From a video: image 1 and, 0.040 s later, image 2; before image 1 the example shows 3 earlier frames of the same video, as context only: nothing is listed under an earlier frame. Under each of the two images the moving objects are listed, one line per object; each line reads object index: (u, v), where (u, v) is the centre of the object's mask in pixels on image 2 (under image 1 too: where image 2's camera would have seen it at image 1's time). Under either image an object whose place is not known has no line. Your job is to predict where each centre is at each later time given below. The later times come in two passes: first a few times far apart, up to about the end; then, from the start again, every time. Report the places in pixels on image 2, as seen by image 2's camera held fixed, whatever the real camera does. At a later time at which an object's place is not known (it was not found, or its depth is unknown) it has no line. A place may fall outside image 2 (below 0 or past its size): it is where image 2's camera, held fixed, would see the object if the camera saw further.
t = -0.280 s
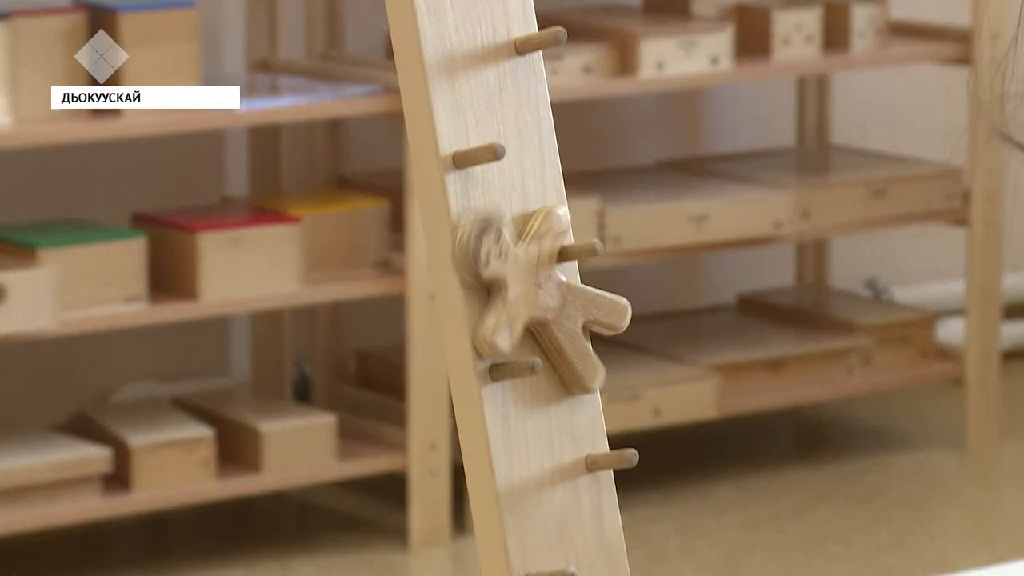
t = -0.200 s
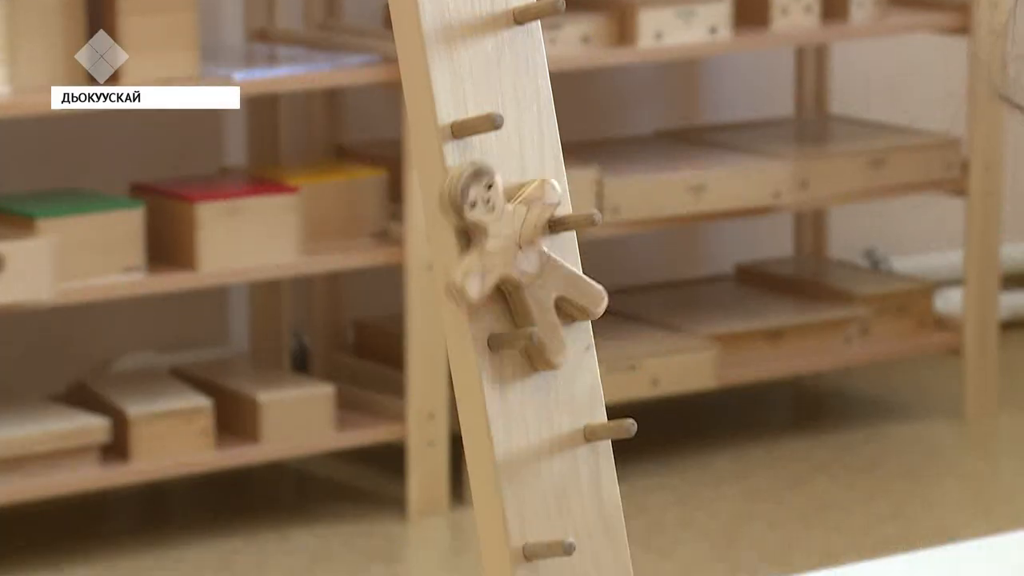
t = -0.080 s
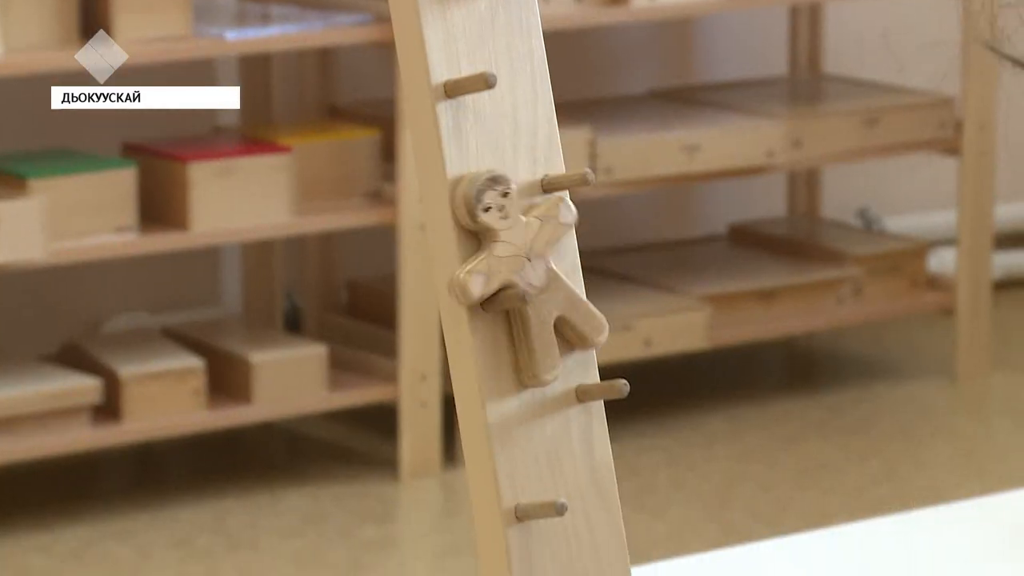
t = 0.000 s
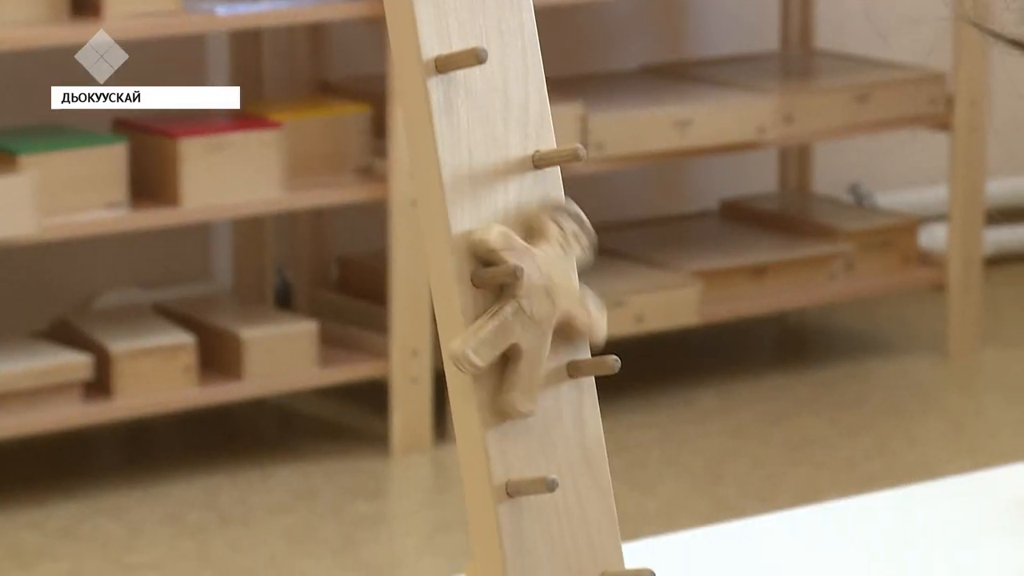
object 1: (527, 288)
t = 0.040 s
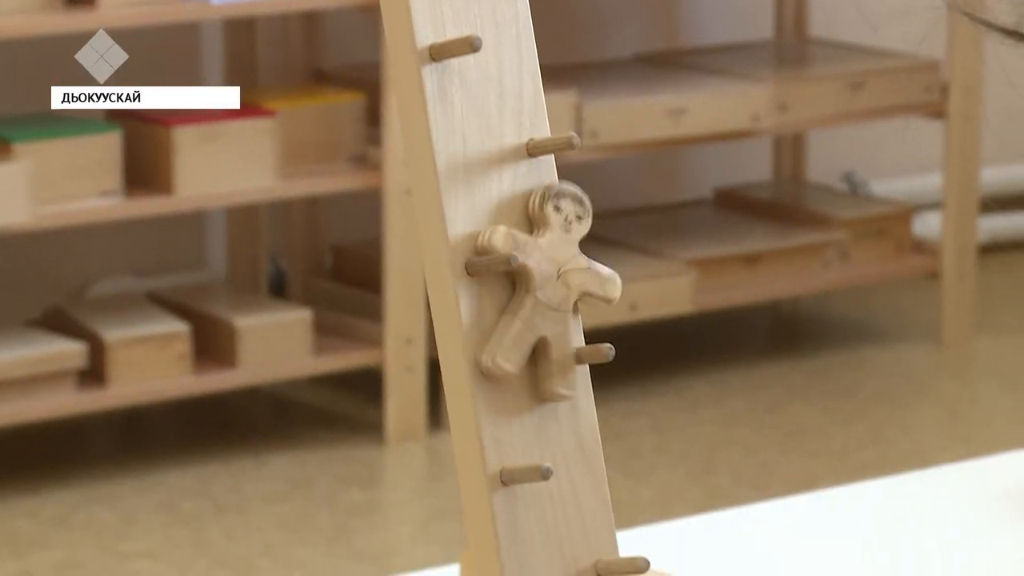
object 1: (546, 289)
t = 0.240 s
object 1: (547, 367)
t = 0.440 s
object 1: (537, 427)
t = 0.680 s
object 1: (578, 506)
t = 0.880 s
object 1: (578, 569)
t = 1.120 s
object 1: (575, 653)
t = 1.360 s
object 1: (619, 756)
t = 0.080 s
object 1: (547, 307)
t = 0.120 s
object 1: (551, 315)
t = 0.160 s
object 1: (552, 330)
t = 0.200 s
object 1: (541, 349)
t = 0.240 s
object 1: (547, 367)
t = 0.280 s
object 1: (545, 392)
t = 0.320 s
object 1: (535, 376)
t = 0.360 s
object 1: (531, 387)
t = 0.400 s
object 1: (530, 430)
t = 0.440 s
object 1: (537, 427)
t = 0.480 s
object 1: (536, 434)
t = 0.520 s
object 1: (538, 442)
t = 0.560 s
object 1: (545, 453)
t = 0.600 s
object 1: (555, 479)
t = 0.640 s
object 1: (572, 505)
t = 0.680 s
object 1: (578, 506)
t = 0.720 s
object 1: (584, 527)
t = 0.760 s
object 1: (581, 539)
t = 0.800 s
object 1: (582, 545)
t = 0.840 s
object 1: (581, 557)
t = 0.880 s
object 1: (578, 569)
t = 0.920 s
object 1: (580, 582)
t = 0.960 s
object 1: (580, 613)
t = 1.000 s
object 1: (565, 610)
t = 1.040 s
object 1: (572, 635)
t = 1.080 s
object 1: (570, 651)
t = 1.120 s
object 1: (575, 653)
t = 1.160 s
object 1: (580, 663)
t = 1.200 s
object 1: (590, 688)
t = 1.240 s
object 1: (608, 734)
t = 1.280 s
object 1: (617, 743)
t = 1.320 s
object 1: (623, 743)
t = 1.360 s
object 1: (619, 756)
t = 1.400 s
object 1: (616, 777)
